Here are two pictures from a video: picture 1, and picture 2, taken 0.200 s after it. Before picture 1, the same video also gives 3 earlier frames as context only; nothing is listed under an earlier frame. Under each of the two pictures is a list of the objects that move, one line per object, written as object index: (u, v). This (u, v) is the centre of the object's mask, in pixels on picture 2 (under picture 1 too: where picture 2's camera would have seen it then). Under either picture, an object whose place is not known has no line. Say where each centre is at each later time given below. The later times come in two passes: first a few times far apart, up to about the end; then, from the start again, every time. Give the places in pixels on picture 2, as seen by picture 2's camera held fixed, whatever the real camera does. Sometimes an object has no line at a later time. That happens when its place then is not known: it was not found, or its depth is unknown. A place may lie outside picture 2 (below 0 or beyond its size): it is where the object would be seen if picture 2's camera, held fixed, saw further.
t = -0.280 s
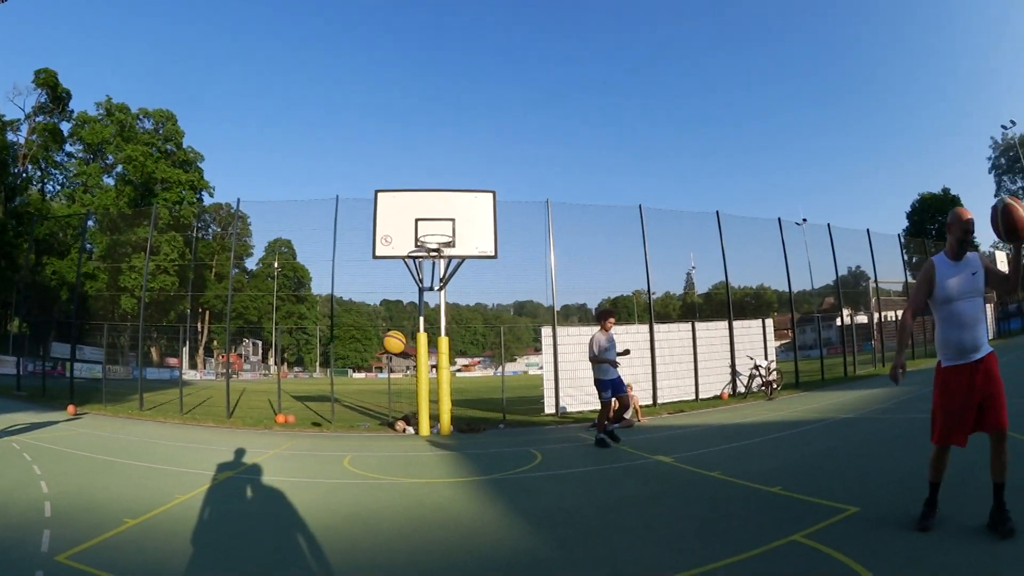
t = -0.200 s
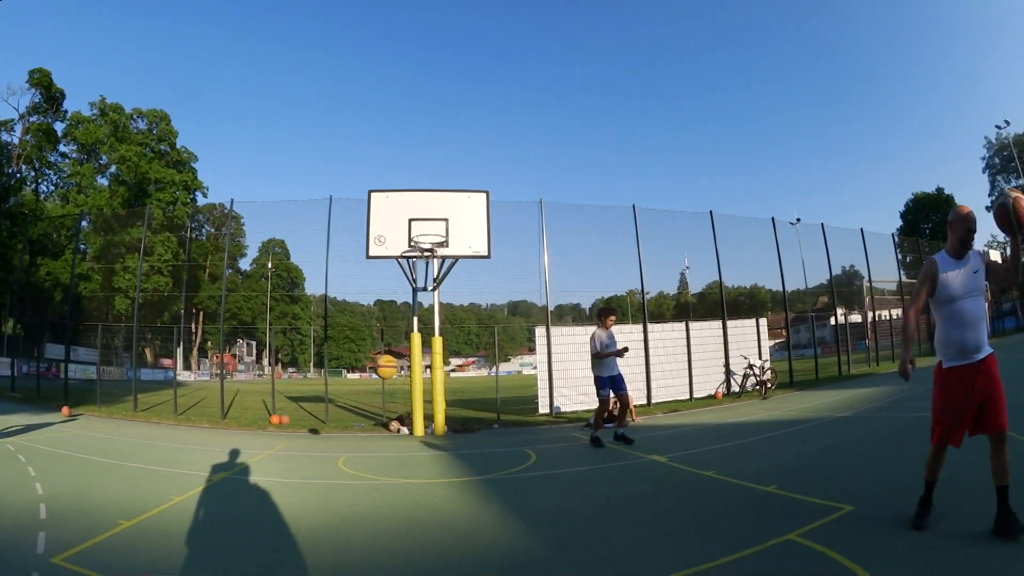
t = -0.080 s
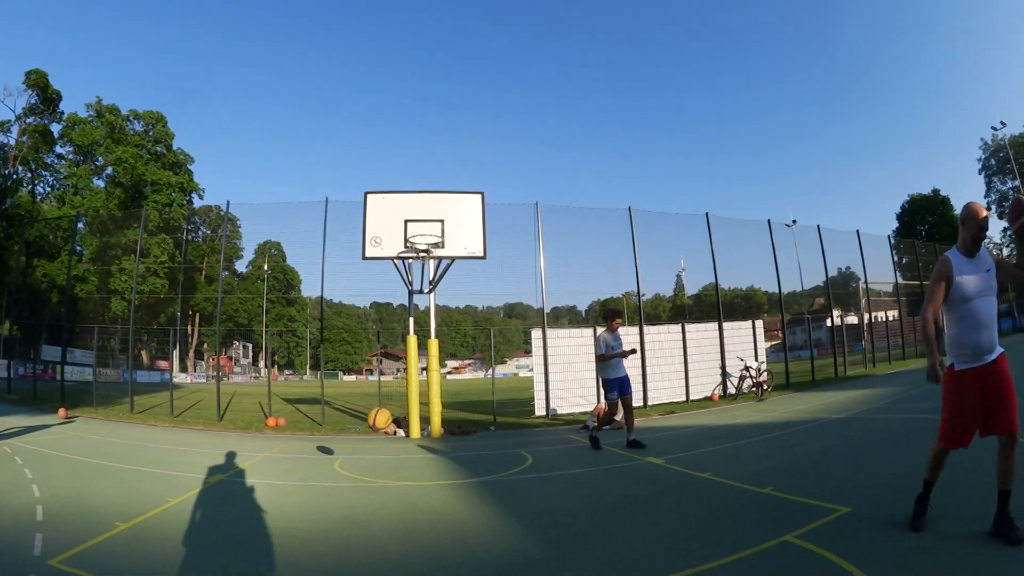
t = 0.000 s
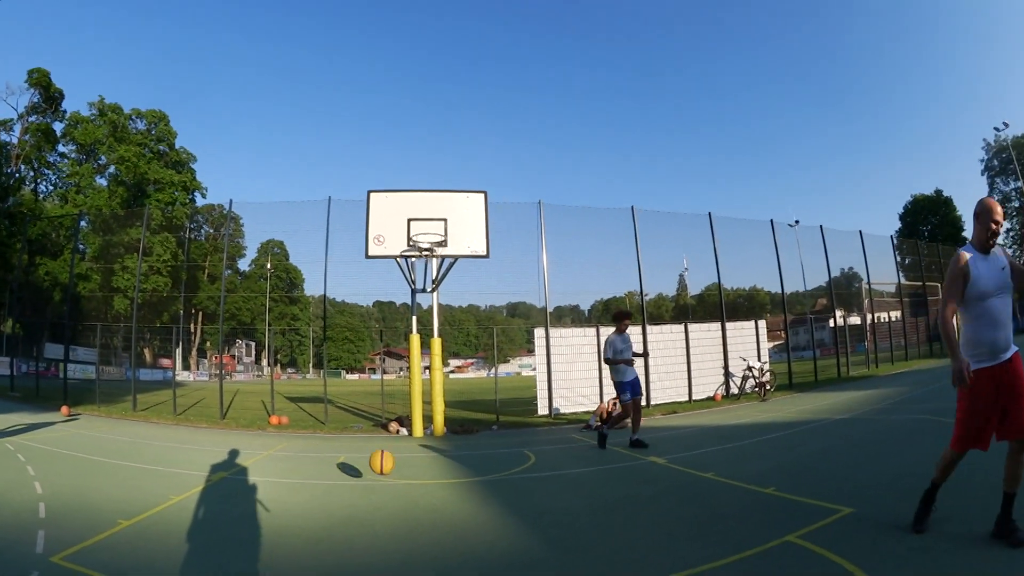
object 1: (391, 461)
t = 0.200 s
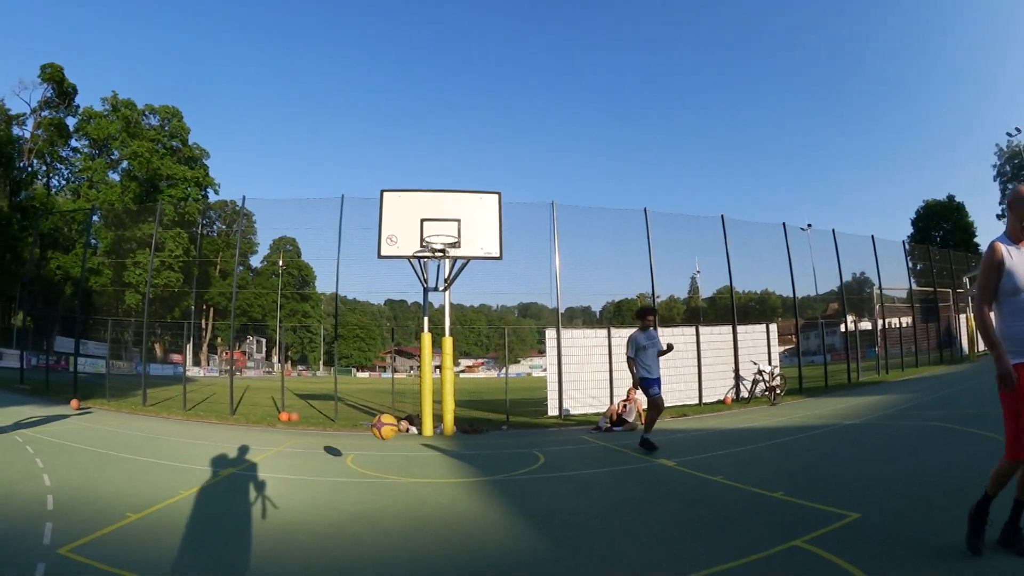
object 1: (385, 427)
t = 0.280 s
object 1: (383, 401)
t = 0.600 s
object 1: (375, 367)
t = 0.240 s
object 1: (384, 413)
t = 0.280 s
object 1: (383, 401)
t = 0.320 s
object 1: (382, 391)
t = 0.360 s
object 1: (381, 382)
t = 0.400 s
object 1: (380, 375)
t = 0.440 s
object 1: (379, 370)
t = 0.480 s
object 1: (378, 367)
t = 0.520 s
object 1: (378, 365)
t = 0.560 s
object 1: (376, 365)
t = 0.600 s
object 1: (375, 367)
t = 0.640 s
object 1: (373, 371)
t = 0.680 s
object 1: (371, 378)
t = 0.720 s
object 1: (370, 386)
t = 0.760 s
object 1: (369, 398)
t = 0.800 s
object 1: (367, 411)
